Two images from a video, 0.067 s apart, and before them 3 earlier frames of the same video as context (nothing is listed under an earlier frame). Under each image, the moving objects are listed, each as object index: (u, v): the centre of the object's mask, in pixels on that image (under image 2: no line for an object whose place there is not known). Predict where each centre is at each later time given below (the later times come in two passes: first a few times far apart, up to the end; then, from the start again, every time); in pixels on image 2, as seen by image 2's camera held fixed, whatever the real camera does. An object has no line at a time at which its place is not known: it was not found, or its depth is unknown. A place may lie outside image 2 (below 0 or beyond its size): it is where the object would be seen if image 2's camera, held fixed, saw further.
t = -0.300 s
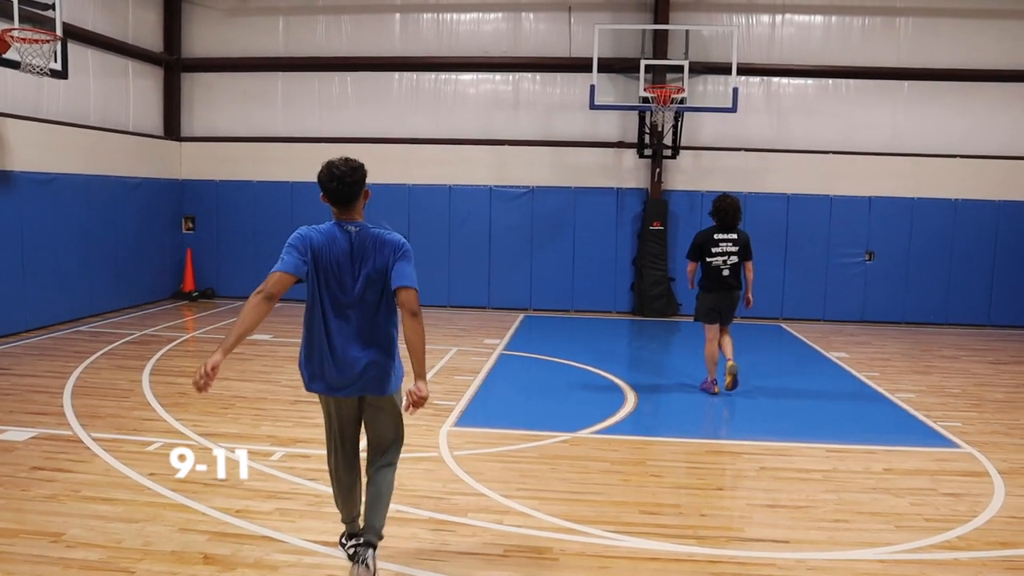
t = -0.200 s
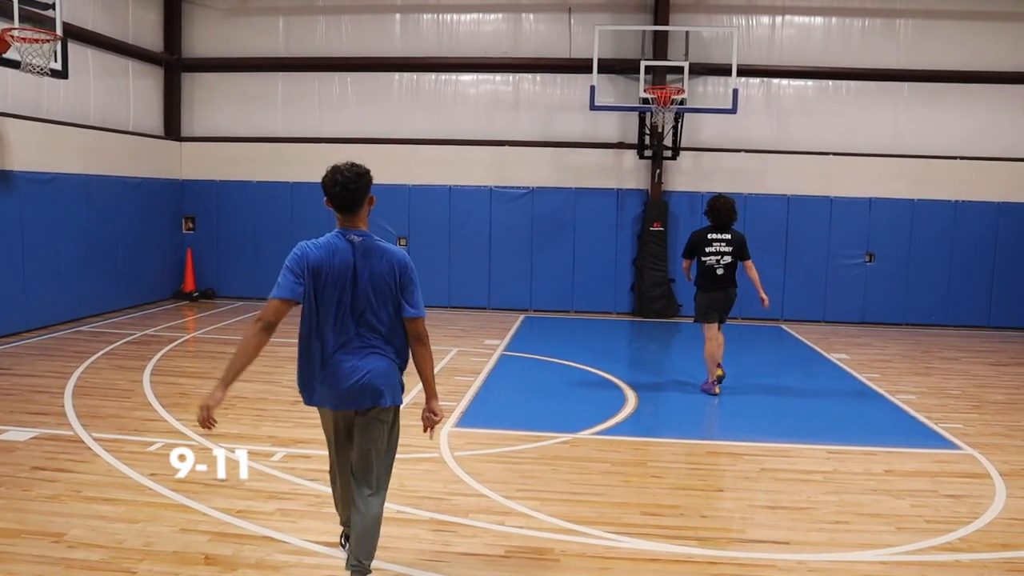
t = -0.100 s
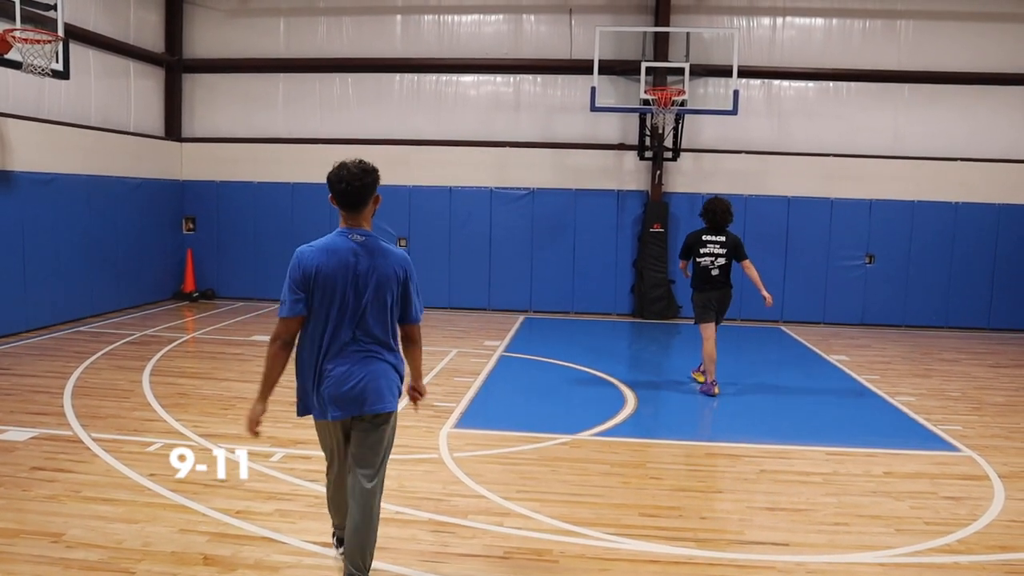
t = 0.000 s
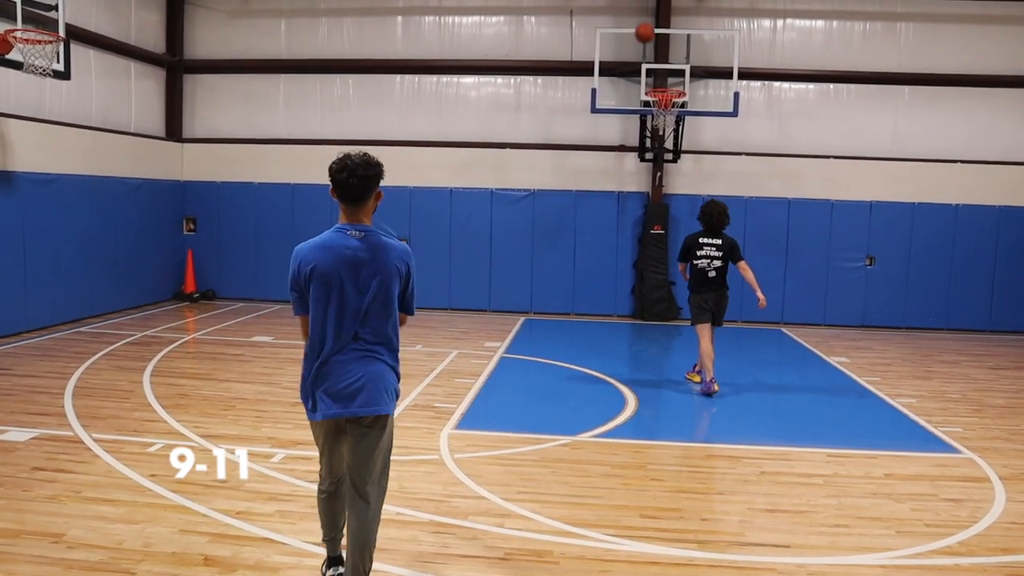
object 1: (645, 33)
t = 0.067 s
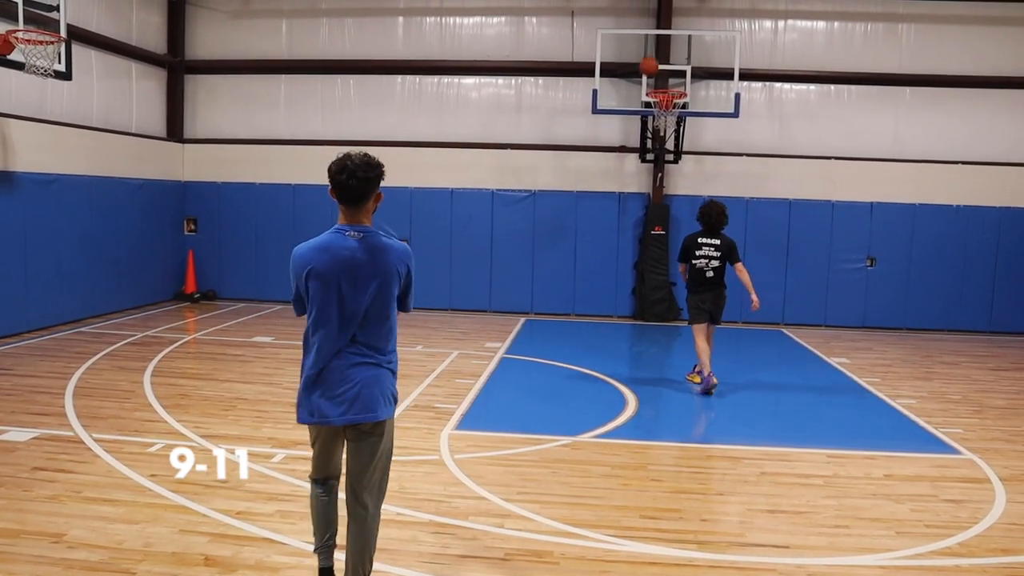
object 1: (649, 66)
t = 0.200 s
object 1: (649, 61)
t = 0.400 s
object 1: (647, 20)
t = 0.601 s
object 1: (643, 9)
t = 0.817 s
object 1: (636, 35)
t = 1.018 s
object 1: (627, 103)
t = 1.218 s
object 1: (616, 219)
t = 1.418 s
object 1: (603, 366)
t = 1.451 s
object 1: (603, 344)
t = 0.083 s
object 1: (650, 75)
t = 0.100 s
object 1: (651, 83)
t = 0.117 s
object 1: (651, 84)
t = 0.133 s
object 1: (651, 81)
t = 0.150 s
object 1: (650, 76)
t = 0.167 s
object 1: (649, 71)
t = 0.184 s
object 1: (650, 67)
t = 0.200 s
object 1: (649, 61)
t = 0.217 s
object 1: (650, 57)
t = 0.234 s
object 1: (649, 53)
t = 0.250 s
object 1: (649, 49)
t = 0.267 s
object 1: (649, 46)
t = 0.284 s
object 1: (648, 41)
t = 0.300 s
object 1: (648, 38)
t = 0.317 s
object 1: (648, 35)
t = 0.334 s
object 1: (648, 31)
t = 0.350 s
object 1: (648, 28)
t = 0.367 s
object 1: (648, 25)
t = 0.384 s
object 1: (647, 23)
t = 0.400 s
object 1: (647, 20)
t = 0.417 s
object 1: (646, 18)
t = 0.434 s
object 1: (646, 17)
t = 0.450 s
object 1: (646, 15)
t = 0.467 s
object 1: (645, 13)
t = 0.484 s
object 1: (645, 12)
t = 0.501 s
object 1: (645, 11)
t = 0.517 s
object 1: (645, 10)
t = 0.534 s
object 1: (644, 9)
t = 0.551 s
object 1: (644, 9)
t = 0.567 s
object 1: (643, 9)
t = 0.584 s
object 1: (643, 9)
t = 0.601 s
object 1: (643, 9)
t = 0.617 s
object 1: (643, 9)
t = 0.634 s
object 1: (642, 10)
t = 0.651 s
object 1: (641, 11)
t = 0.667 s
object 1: (641, 12)
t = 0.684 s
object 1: (640, 14)
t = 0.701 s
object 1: (639, 15)
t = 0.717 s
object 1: (639, 17)
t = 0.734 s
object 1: (639, 19)
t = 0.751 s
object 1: (638, 22)
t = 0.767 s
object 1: (638, 25)
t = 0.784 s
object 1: (637, 28)
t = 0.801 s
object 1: (637, 32)
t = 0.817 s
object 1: (636, 35)
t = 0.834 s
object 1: (635, 39)
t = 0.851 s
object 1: (634, 43)
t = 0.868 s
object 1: (634, 48)
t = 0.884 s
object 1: (633, 53)
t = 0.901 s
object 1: (632, 57)
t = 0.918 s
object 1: (632, 63)
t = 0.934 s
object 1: (630, 69)
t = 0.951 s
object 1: (630, 75)
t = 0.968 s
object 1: (629, 81)
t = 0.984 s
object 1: (629, 88)
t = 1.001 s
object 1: (628, 95)
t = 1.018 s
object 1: (627, 103)
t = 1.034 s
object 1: (626, 110)
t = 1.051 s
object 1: (626, 118)
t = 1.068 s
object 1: (625, 127)
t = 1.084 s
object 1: (624, 135)
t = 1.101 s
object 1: (623, 144)
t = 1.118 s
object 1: (622, 154)
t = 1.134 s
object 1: (621, 164)
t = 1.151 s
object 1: (620, 174)
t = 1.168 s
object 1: (619, 185)
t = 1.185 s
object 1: (618, 196)
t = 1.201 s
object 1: (617, 207)
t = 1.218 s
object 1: (616, 219)
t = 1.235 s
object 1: (615, 231)
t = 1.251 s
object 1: (614, 244)
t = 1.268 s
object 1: (613, 257)
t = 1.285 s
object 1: (612, 269)
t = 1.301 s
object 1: (611, 284)
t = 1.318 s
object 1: (610, 297)
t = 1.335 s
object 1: (609, 311)
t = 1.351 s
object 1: (608, 327)
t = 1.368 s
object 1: (606, 342)
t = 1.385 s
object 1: (605, 357)
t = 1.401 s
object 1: (603, 373)
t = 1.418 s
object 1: (603, 366)
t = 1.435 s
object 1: (603, 356)
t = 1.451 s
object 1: (603, 344)
